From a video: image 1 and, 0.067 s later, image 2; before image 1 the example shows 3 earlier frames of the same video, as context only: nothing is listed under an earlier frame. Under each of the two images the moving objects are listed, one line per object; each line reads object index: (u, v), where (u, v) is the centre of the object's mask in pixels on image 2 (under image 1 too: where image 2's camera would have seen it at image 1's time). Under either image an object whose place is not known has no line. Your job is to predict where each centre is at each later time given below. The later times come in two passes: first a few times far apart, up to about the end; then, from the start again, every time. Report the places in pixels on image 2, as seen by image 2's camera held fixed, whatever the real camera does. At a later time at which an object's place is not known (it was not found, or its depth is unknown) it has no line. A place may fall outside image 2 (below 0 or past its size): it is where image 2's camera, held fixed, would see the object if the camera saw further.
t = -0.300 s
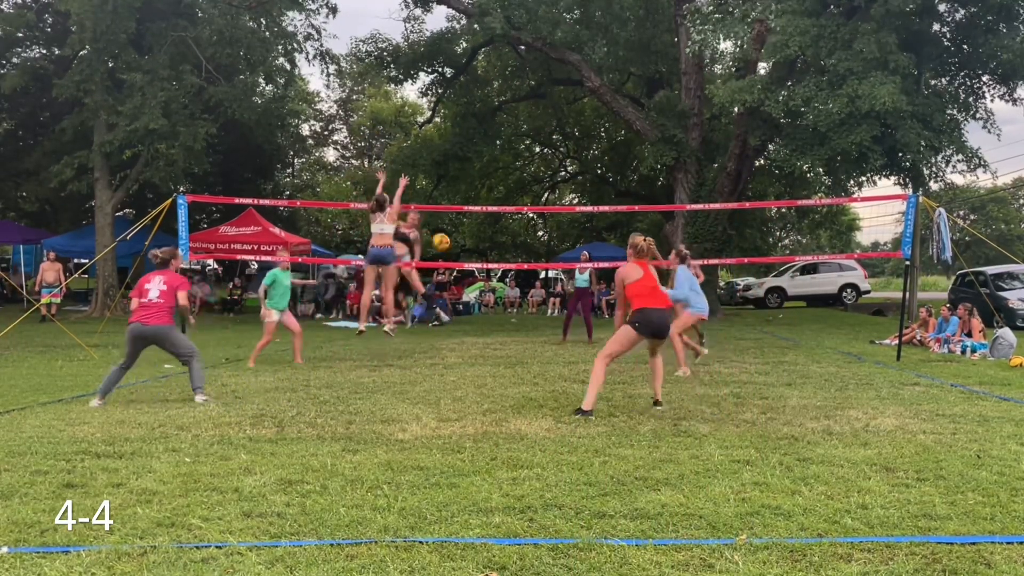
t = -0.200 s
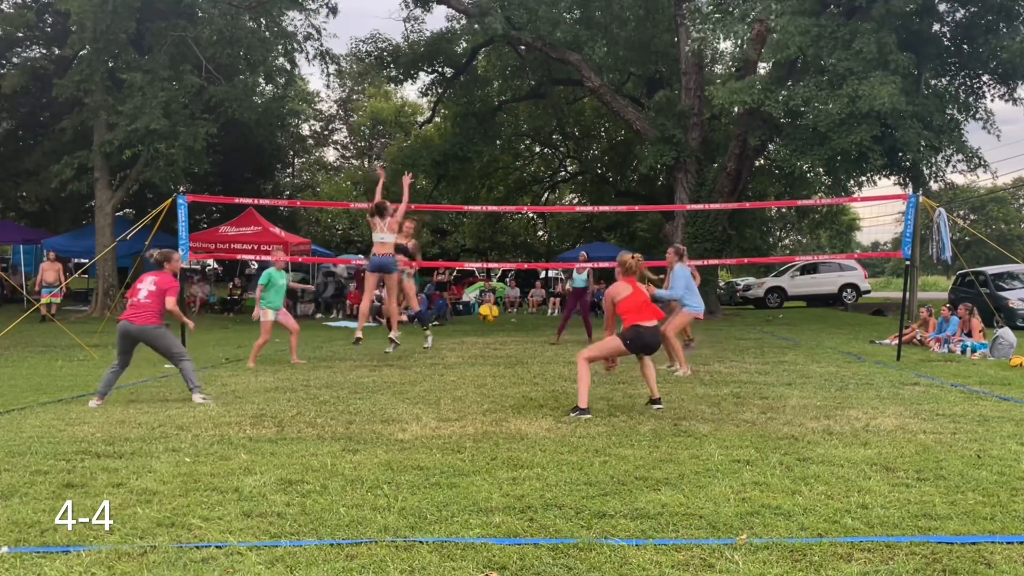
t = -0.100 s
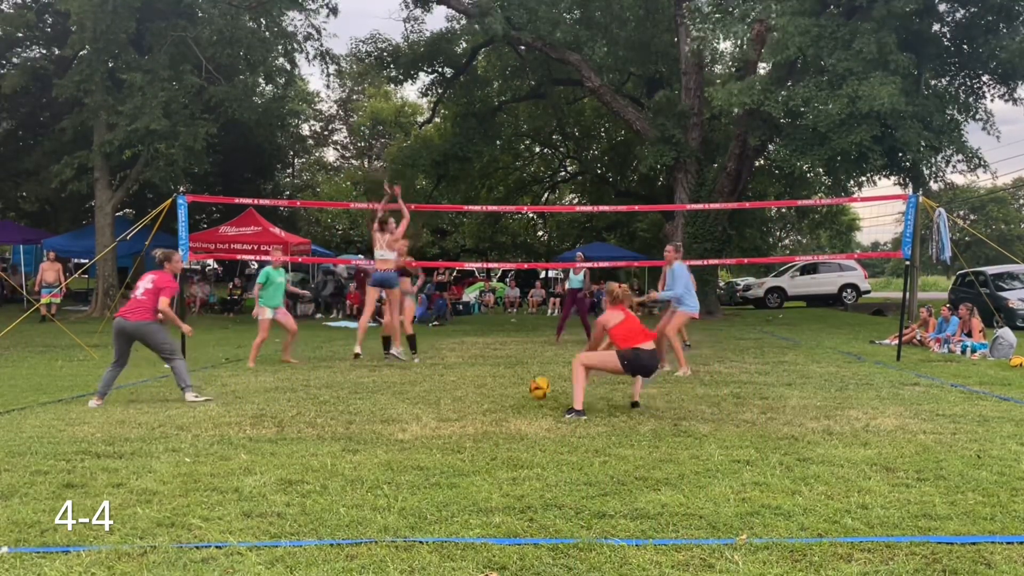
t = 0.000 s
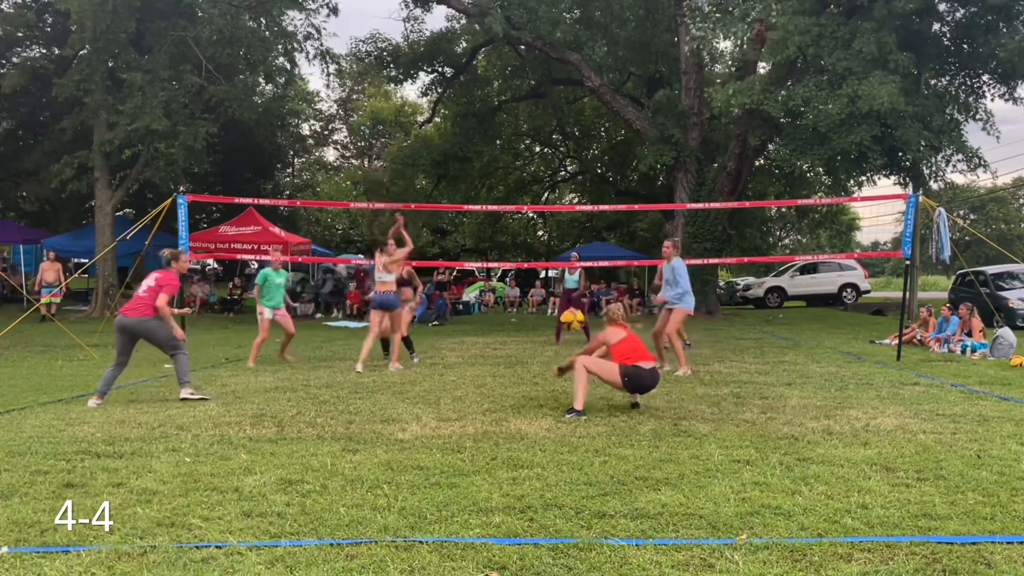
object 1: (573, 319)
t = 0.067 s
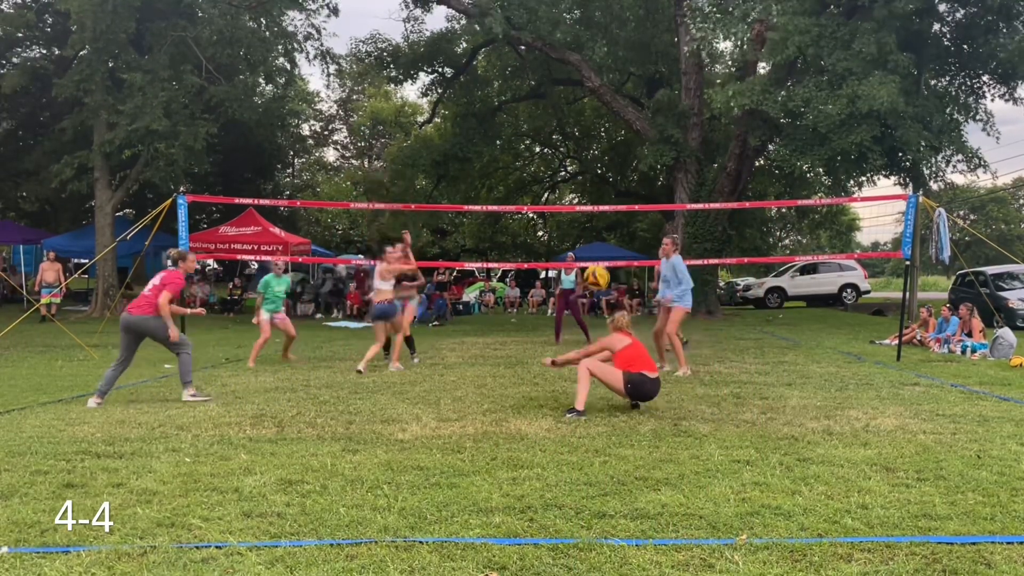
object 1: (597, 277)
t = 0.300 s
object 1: (715, 142)
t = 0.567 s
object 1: (958, 45)
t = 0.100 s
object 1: (611, 257)
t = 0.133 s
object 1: (625, 236)
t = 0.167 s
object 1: (641, 215)
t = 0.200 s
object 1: (657, 197)
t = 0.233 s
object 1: (675, 178)
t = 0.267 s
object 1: (695, 159)
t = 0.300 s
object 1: (715, 142)
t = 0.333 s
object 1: (738, 125)
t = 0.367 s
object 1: (762, 110)
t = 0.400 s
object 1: (789, 95)
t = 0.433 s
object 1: (817, 81)
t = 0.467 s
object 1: (847, 70)
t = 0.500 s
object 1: (881, 60)
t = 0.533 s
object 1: (917, 50)
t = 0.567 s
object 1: (958, 45)
